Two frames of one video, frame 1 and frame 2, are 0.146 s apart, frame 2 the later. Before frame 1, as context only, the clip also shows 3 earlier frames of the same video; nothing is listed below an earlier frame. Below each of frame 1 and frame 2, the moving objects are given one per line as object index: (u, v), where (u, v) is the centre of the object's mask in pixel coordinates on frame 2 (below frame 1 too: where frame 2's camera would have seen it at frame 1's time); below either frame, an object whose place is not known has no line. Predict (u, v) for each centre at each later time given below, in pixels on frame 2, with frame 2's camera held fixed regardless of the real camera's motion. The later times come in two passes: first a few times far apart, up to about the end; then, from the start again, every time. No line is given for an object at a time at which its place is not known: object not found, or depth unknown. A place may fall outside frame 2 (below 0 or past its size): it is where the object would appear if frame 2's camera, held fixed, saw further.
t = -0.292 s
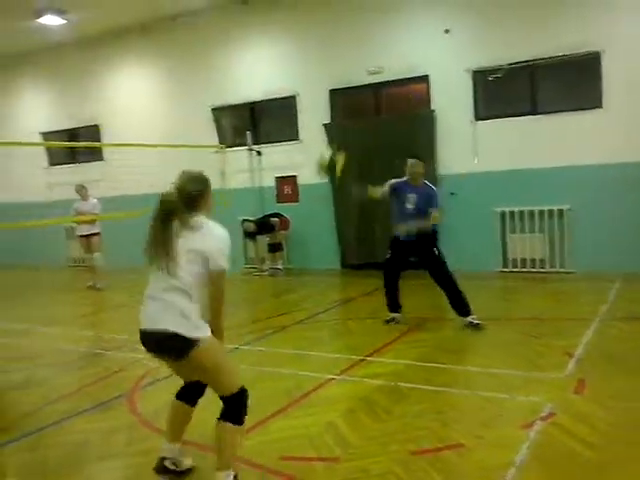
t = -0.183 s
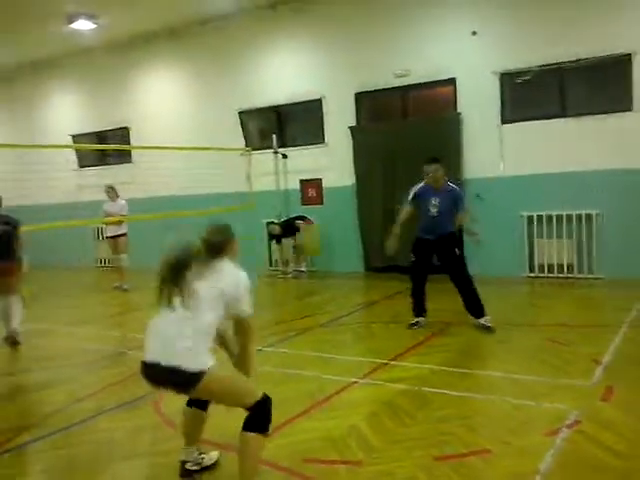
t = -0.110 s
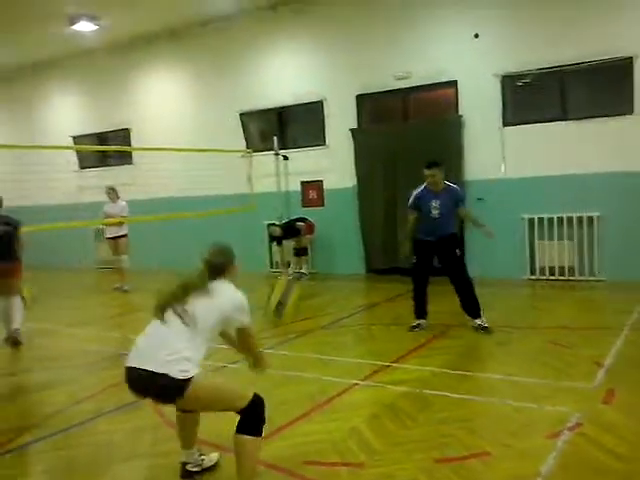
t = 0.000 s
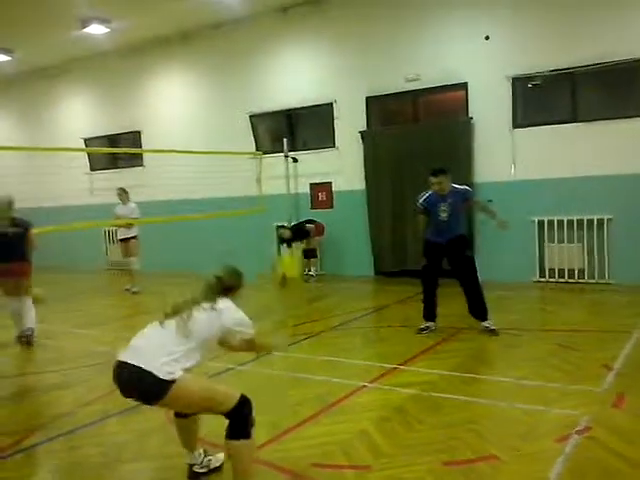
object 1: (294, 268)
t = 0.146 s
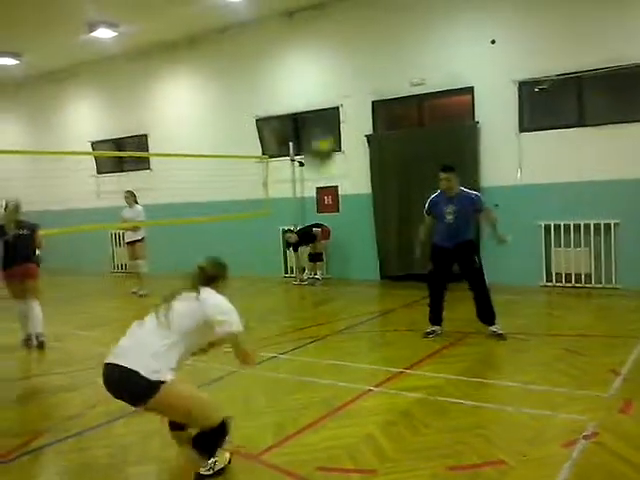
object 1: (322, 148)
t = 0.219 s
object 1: (330, 115)
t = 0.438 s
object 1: (359, 57)
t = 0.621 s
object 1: (387, 53)
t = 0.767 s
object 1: (407, 80)
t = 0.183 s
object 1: (327, 124)
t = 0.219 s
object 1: (330, 115)
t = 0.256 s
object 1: (333, 103)
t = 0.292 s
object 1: (338, 92)
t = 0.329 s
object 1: (344, 79)
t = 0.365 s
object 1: (348, 72)
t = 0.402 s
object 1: (352, 64)
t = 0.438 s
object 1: (359, 57)
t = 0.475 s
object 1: (364, 51)
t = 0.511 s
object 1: (373, 48)
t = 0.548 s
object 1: (378, 48)
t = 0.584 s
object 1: (382, 50)
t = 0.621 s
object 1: (387, 53)
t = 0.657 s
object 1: (392, 59)
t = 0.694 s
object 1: (396, 64)
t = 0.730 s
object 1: (402, 74)
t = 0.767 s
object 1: (407, 80)
